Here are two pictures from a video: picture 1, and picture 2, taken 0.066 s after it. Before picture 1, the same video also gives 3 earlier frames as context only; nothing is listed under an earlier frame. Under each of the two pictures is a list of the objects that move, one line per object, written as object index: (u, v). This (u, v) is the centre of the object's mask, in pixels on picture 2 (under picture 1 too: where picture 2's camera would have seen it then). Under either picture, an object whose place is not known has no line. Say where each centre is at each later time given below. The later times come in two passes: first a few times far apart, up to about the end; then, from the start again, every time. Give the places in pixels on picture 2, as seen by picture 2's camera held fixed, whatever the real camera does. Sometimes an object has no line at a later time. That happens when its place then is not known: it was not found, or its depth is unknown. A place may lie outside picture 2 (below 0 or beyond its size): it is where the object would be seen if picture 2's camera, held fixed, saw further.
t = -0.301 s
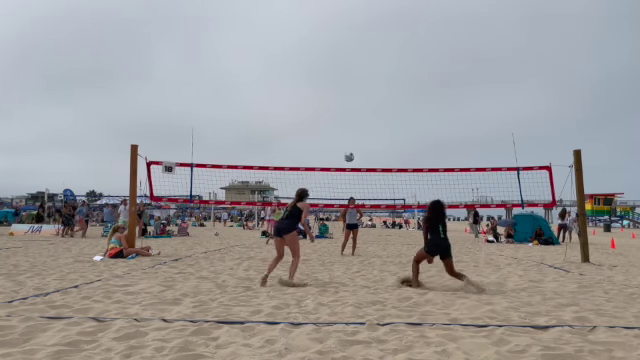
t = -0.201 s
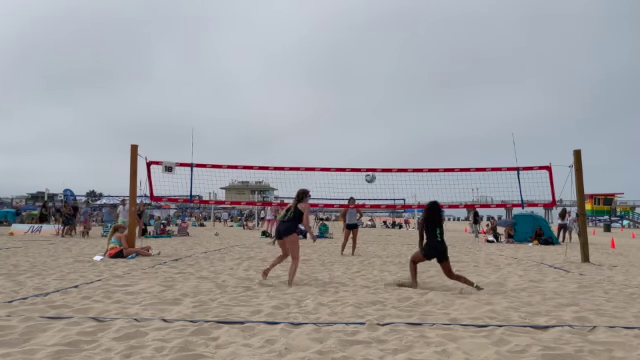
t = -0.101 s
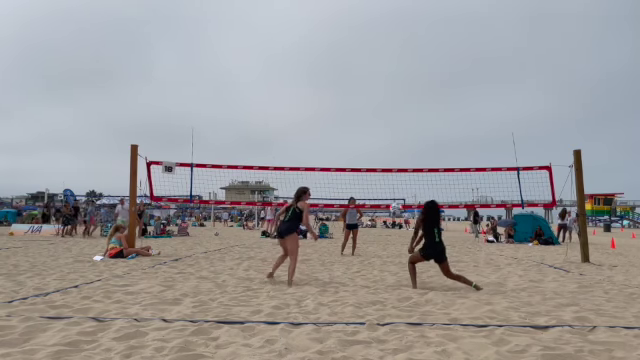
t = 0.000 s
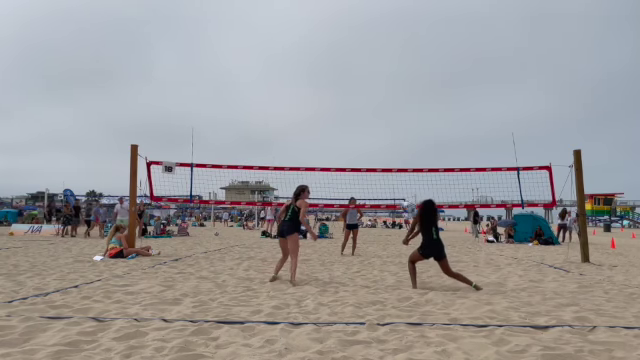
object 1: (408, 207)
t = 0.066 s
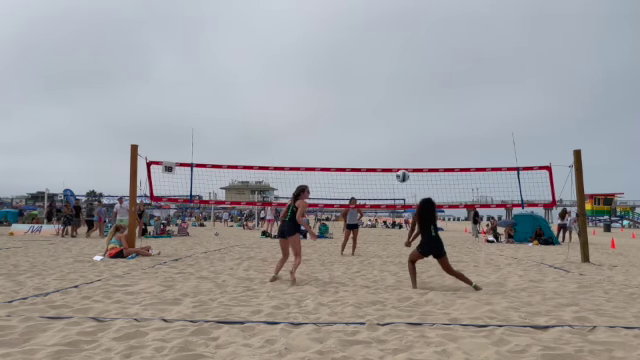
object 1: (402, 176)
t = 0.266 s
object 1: (387, 105)
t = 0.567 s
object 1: (366, 50)
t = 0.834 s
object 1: (349, 44)
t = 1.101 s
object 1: (333, 74)
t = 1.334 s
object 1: (319, 125)
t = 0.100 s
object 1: (399, 162)
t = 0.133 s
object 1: (397, 149)
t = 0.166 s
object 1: (394, 137)
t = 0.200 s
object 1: (392, 126)
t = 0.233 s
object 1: (389, 115)
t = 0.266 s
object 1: (387, 105)
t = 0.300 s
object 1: (385, 96)
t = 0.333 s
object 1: (382, 88)
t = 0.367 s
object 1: (380, 80)
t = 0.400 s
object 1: (377, 73)
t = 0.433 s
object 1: (375, 67)
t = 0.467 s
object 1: (373, 62)
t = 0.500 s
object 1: (371, 57)
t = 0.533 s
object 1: (368, 53)
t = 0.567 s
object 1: (366, 50)
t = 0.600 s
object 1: (364, 47)
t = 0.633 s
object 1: (362, 45)
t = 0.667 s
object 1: (360, 43)
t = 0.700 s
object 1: (358, 42)
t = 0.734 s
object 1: (355, 42)
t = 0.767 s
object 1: (353, 42)
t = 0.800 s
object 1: (352, 43)
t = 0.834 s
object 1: (349, 44)
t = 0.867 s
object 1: (347, 46)
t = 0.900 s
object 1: (345, 48)
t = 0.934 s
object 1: (343, 51)
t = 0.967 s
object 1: (341, 55)
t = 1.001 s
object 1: (339, 59)
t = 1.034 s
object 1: (337, 63)
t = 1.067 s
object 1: (335, 68)
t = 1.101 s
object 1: (333, 74)
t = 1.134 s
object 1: (331, 80)
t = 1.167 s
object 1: (329, 86)
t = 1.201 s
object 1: (327, 93)
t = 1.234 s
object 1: (326, 100)
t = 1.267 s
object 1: (324, 108)
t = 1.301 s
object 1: (322, 116)
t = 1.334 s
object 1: (319, 125)
